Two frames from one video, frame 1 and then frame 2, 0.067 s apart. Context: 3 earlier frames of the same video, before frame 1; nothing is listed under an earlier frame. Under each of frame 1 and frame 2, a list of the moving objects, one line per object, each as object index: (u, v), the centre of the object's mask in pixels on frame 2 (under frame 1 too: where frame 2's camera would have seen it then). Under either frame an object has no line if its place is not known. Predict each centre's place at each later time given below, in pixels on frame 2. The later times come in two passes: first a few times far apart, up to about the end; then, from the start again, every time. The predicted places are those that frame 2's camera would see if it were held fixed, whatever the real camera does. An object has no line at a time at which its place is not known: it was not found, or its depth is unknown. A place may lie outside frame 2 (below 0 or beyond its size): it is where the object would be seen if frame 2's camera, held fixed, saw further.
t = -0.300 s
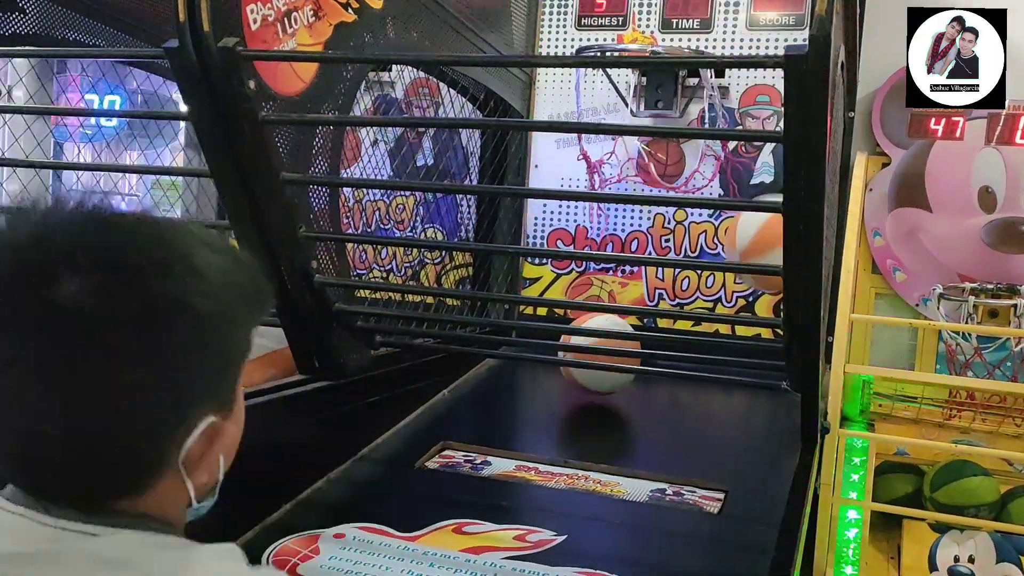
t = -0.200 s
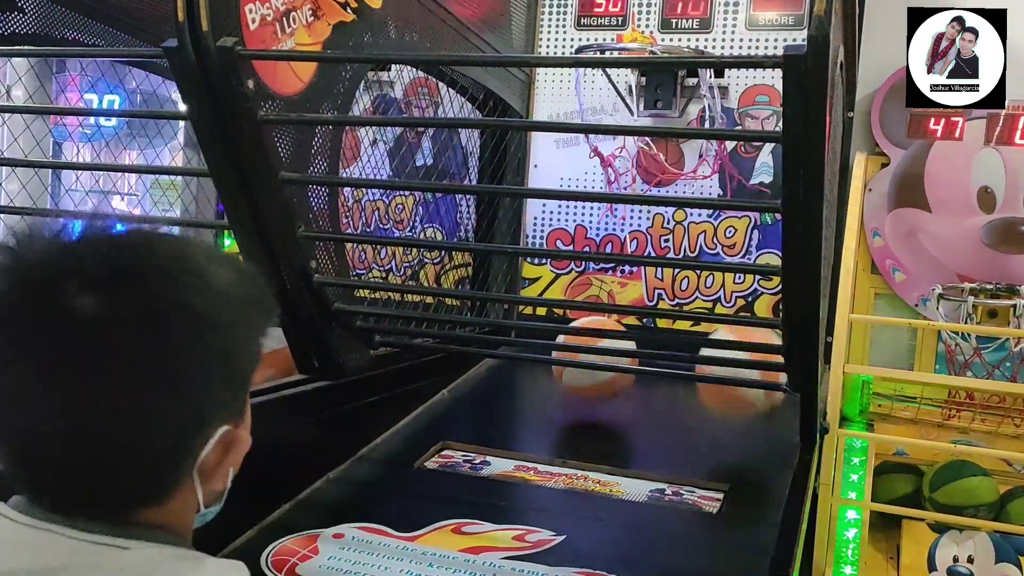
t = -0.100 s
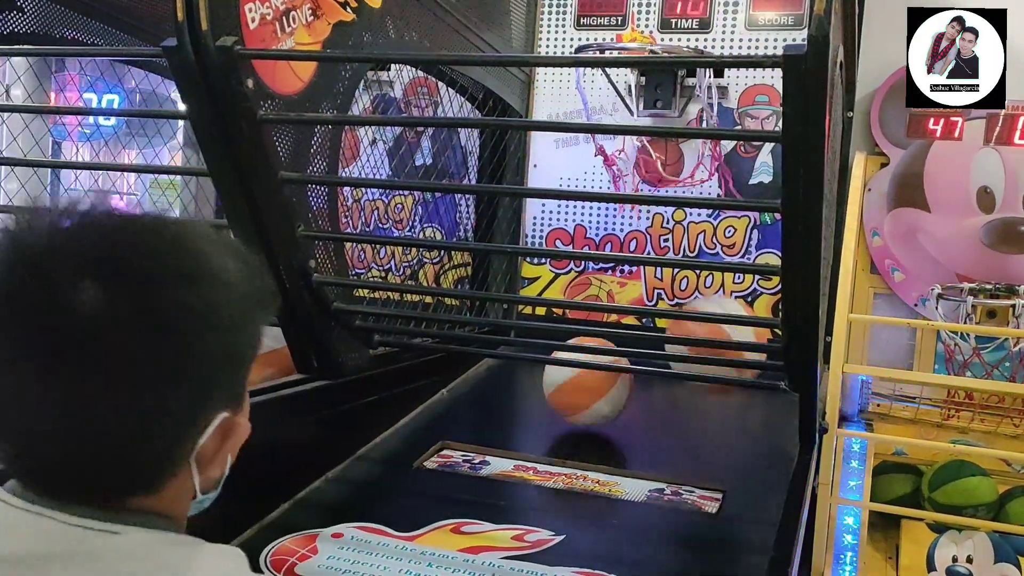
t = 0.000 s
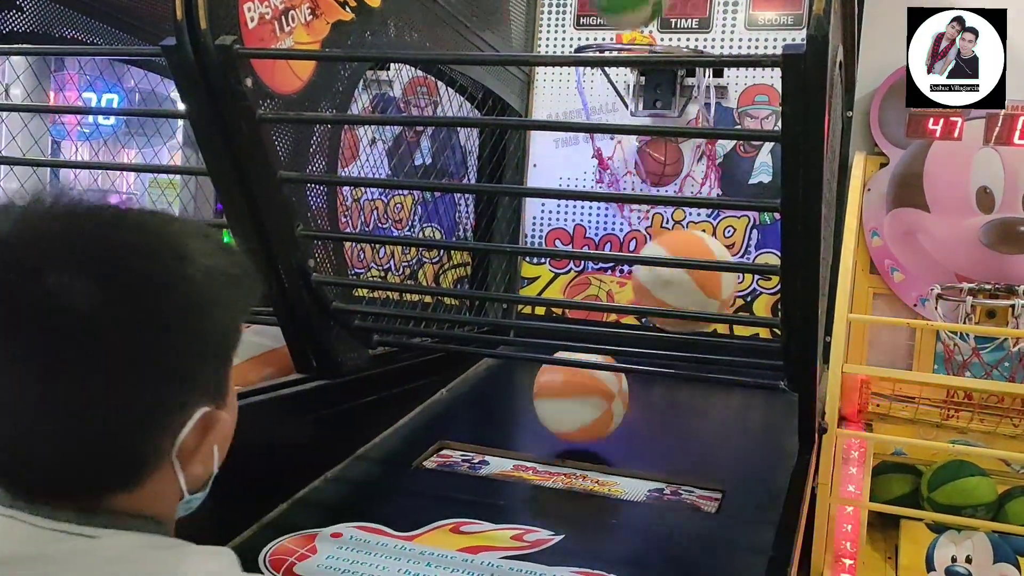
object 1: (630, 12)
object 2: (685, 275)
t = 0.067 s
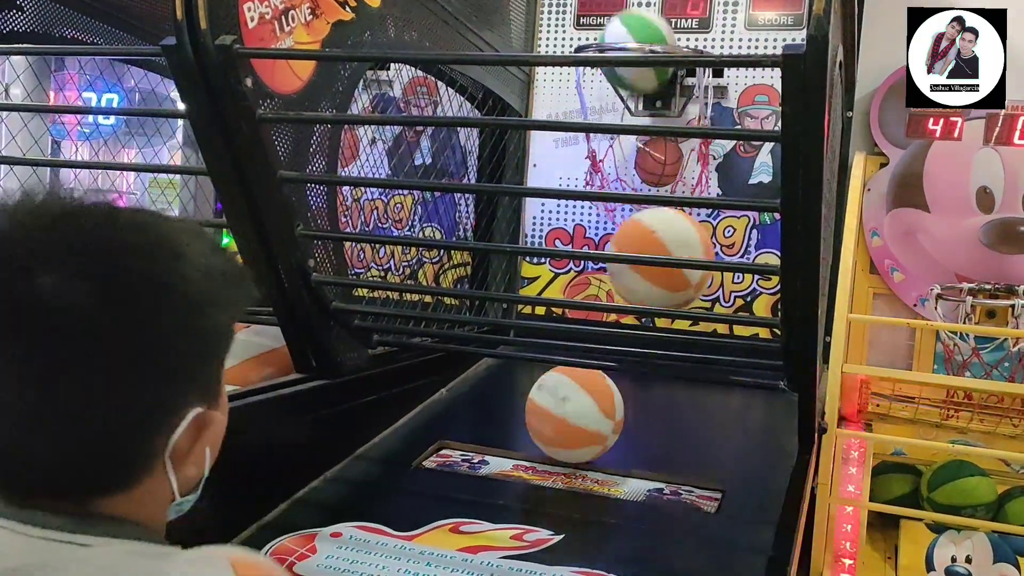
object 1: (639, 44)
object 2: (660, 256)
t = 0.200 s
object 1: (660, 163)
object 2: (602, 278)
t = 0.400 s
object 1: (676, 330)
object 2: (579, 248)
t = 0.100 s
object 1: (644, 93)
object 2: (649, 255)
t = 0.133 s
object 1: (656, 99)
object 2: (634, 253)
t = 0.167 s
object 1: (656, 136)
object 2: (619, 263)
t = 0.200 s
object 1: (660, 163)
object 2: (602, 278)
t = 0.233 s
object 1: (665, 190)
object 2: (593, 277)
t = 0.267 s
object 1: (672, 230)
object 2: (592, 261)
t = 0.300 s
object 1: (672, 274)
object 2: (589, 250)
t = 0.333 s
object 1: (672, 308)
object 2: (586, 246)
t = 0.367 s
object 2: (583, 245)
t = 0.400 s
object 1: (676, 330)
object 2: (579, 248)
